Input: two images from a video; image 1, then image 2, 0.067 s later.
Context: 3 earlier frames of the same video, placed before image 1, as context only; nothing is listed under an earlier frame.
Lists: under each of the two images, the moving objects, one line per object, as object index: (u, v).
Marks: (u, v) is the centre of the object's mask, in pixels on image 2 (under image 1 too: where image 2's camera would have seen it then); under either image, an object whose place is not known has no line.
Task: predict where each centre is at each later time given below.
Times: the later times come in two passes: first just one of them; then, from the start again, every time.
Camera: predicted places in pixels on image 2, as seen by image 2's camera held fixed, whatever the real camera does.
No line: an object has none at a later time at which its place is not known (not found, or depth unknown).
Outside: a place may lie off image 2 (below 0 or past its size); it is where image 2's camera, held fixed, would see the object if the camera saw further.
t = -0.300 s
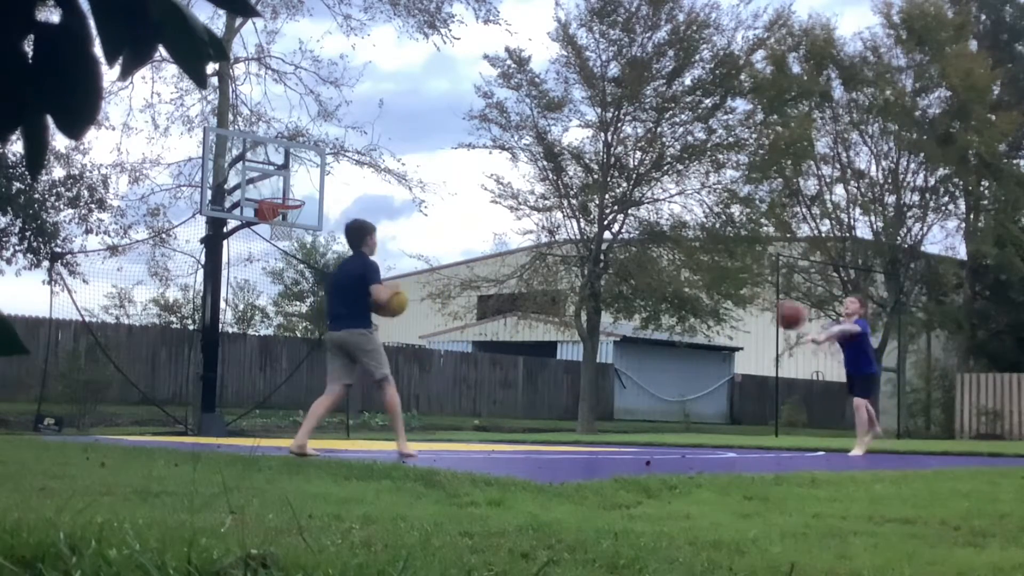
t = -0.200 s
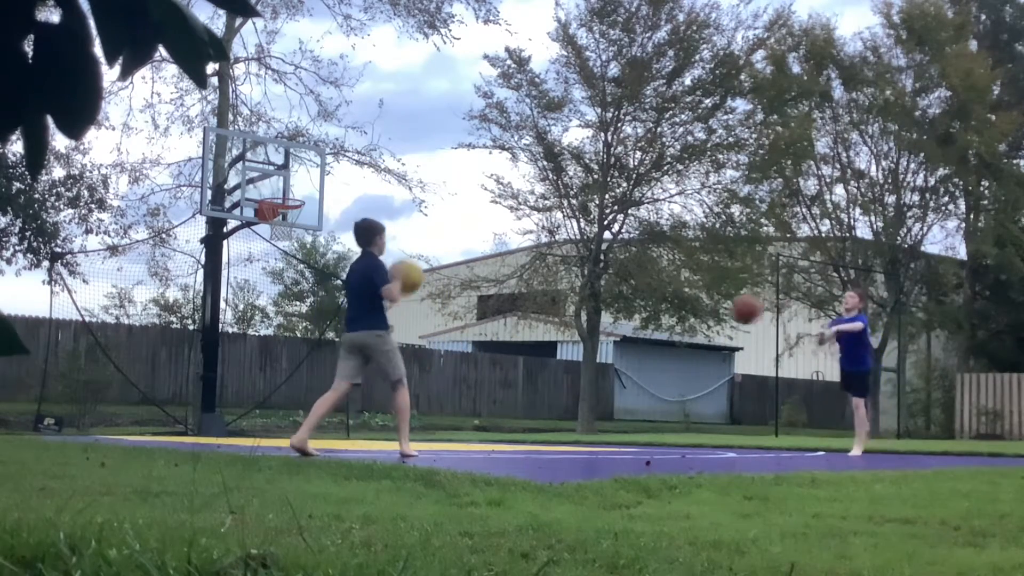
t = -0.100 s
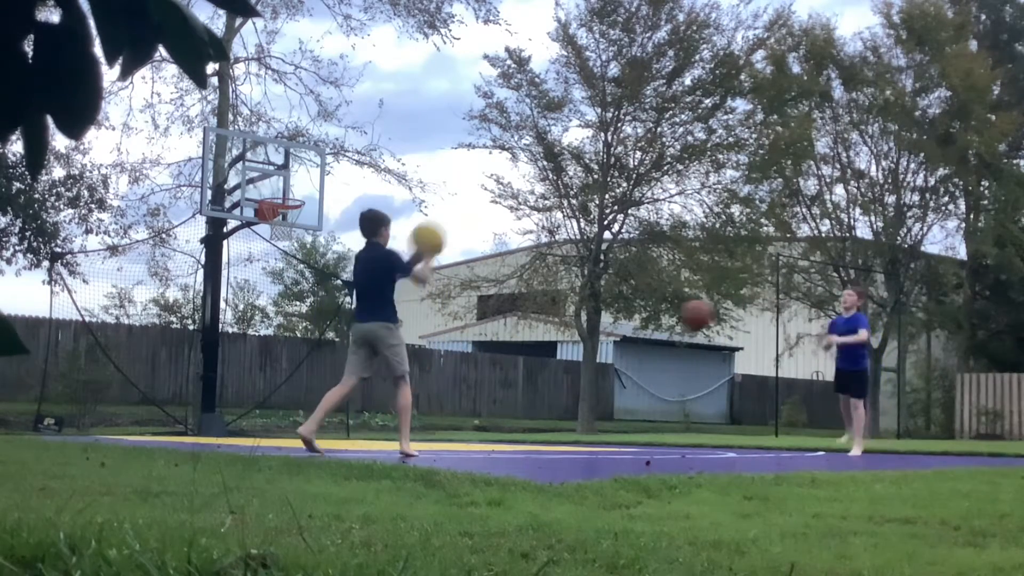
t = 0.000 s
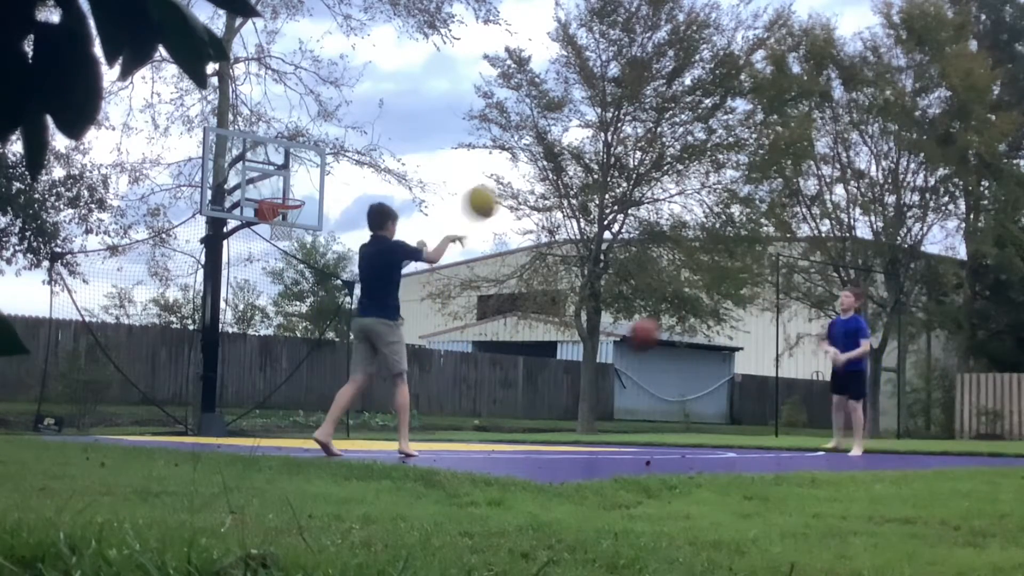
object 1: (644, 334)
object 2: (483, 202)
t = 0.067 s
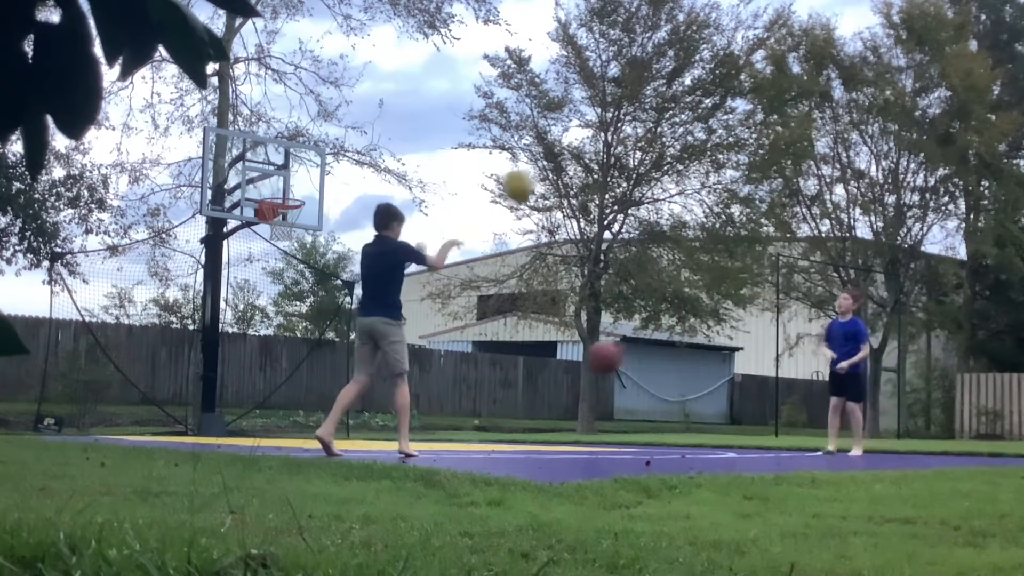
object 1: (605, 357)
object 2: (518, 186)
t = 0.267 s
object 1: (488, 418)
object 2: (613, 177)
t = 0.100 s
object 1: (585, 370)
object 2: (535, 179)
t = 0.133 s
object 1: (564, 382)
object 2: (552, 176)
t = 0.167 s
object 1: (544, 401)
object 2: (569, 173)
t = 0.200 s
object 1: (522, 422)
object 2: (587, 174)
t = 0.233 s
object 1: (499, 434)
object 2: (600, 174)
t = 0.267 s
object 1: (488, 418)
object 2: (613, 177)
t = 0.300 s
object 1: (476, 402)
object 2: (629, 180)
